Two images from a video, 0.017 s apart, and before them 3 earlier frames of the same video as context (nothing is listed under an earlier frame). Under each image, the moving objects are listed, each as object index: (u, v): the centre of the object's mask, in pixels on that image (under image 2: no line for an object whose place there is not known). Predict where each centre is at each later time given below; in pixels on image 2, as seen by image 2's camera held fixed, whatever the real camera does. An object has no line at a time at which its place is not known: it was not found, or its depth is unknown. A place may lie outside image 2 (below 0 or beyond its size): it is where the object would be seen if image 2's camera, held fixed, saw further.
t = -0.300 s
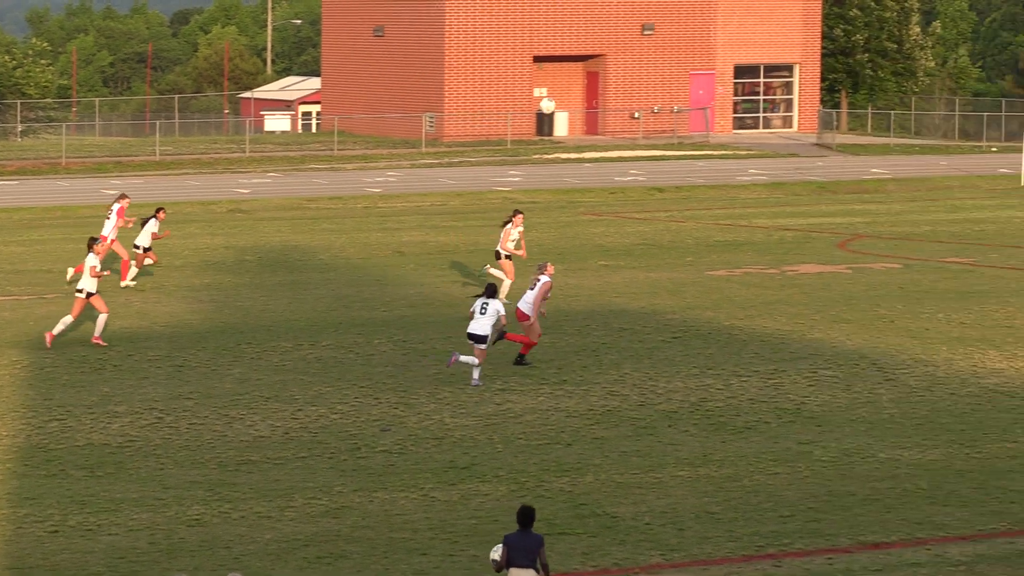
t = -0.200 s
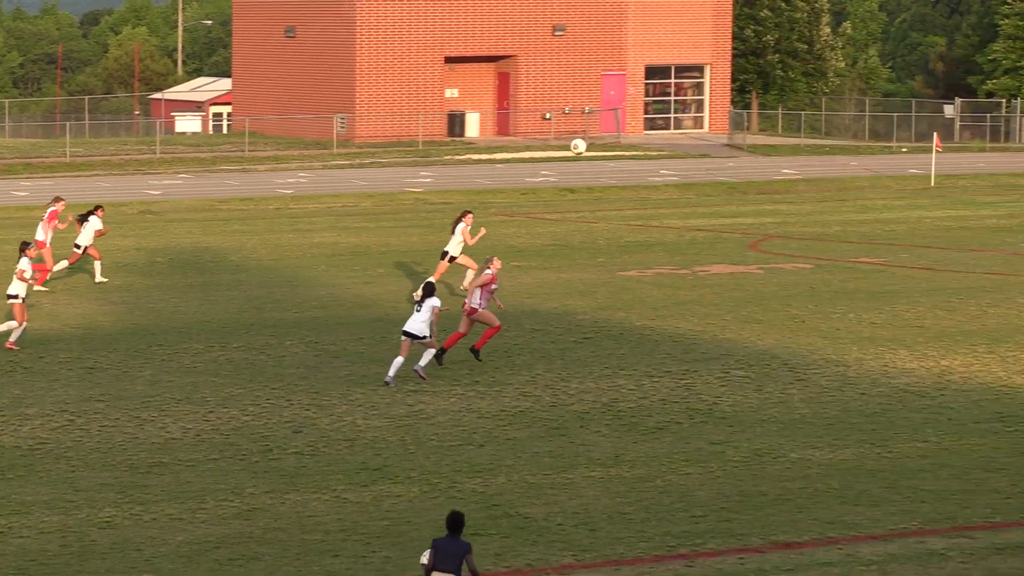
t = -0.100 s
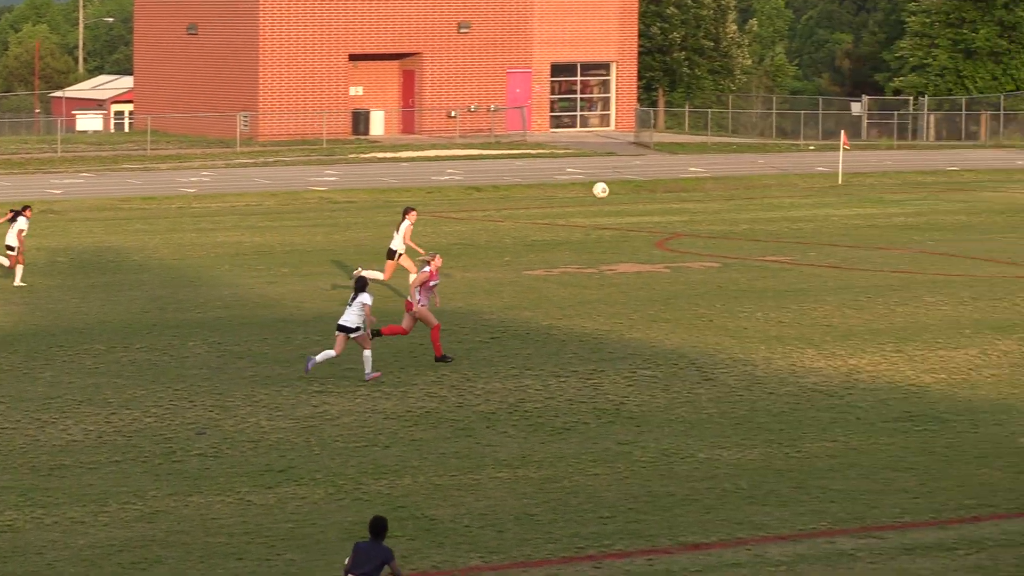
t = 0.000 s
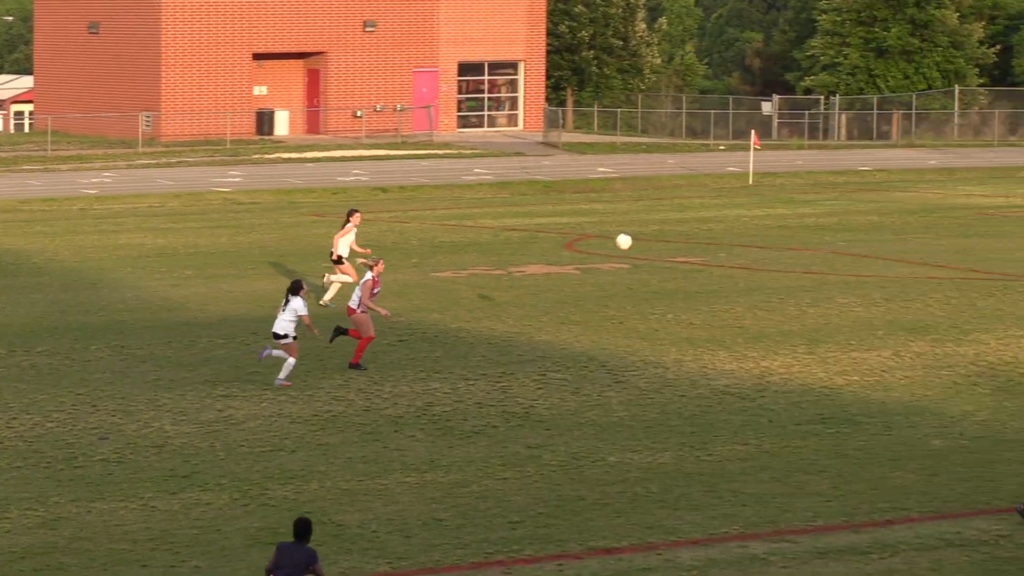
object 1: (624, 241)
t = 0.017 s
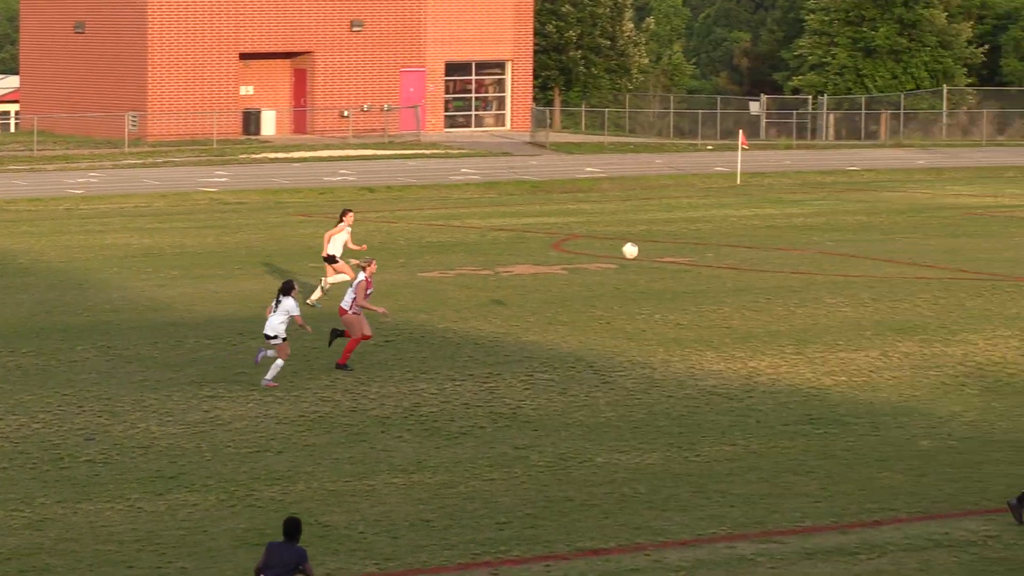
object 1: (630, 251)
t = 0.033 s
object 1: (649, 260)
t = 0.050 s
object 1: (667, 269)
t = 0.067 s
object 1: (685, 279)
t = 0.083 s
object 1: (703, 288)
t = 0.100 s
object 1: (721, 298)
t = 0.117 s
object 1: (739, 308)
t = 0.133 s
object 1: (756, 318)
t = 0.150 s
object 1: (773, 328)
